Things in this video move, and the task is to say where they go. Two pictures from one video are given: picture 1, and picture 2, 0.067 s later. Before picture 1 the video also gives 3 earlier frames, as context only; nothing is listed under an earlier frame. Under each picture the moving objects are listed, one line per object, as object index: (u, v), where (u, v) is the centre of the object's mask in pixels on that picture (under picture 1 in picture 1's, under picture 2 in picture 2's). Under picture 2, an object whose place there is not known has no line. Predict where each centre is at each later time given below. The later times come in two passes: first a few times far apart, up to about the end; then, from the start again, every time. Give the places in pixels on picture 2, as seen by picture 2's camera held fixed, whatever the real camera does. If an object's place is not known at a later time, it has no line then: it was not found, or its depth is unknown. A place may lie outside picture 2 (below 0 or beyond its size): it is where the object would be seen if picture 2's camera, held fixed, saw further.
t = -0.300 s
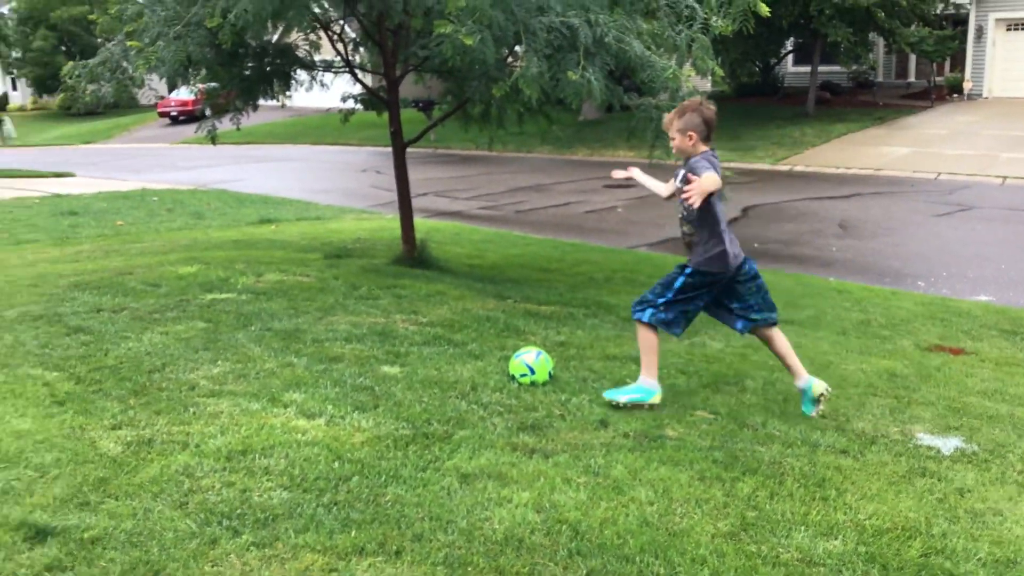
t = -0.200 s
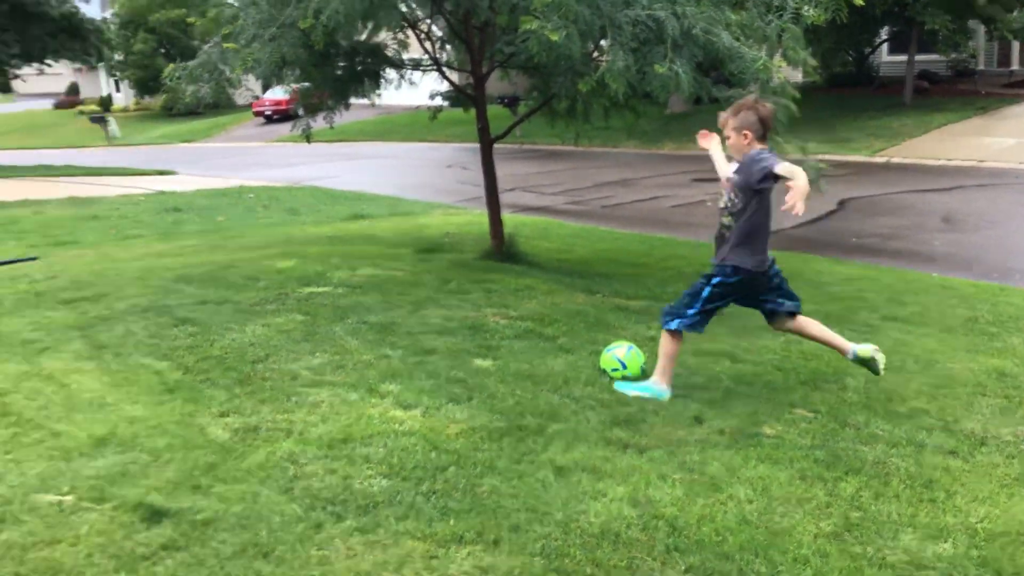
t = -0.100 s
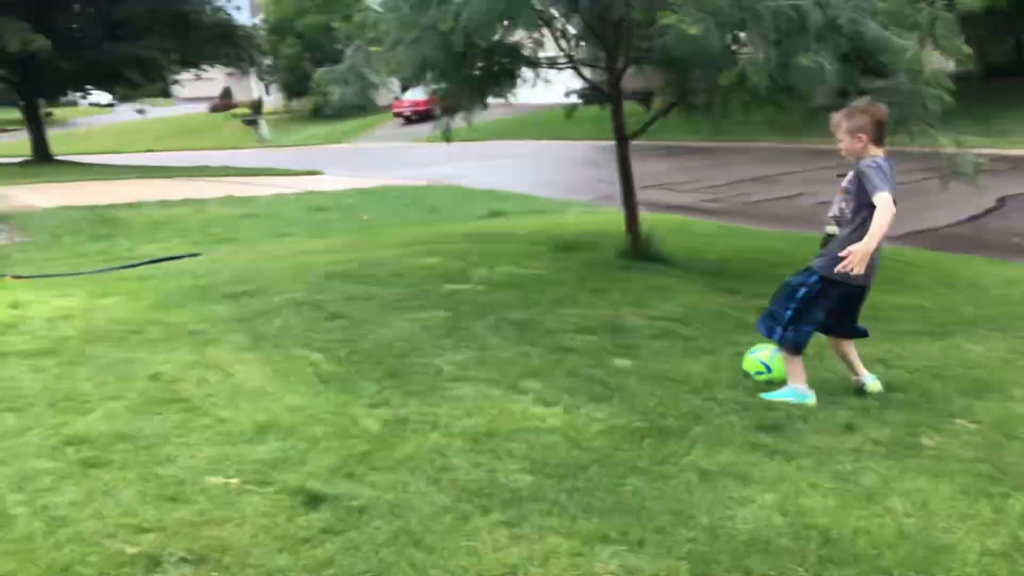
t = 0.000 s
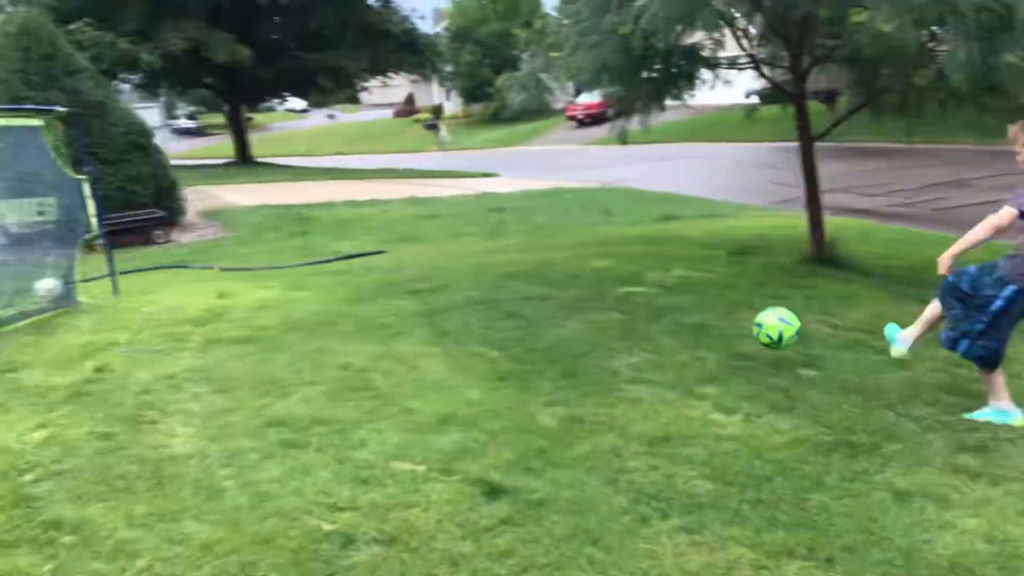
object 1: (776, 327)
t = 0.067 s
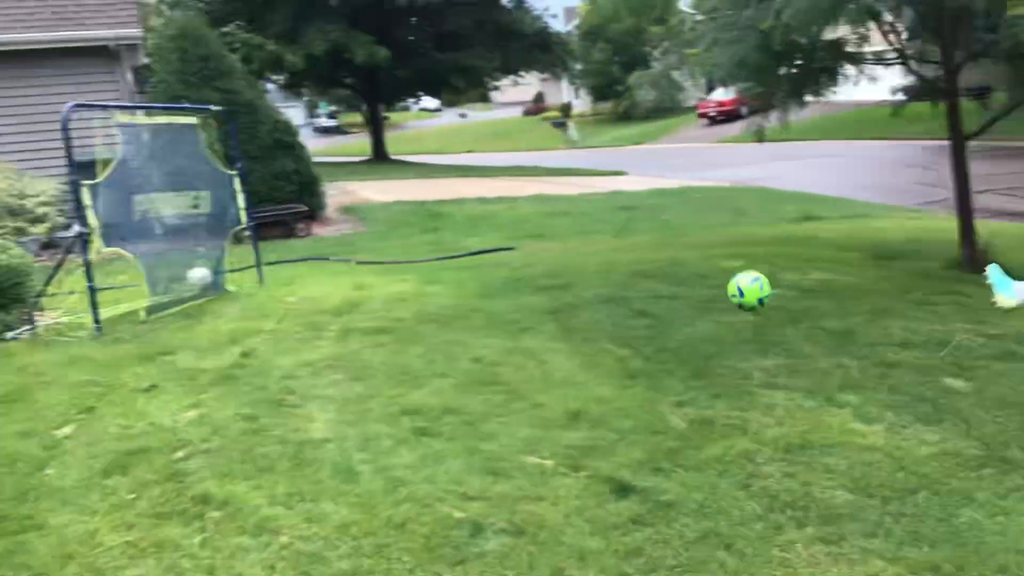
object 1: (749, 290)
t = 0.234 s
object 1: (448, 242)
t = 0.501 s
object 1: (175, 251)
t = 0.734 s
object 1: (281, 278)
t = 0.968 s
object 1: (326, 261)
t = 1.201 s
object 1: (373, 269)
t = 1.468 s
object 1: (419, 268)
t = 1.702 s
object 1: (447, 268)
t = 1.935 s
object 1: (469, 267)
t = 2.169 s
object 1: (487, 266)
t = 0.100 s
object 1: (676, 274)
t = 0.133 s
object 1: (610, 262)
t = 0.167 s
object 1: (552, 253)
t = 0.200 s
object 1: (497, 247)
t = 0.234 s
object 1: (448, 242)
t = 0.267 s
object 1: (404, 239)
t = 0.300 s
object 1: (361, 239)
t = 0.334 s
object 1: (320, 239)
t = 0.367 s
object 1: (284, 242)
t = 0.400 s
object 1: (247, 244)
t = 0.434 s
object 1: (215, 249)
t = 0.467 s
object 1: (189, 252)
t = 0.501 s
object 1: (175, 251)
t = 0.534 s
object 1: (176, 248)
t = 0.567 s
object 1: (188, 249)
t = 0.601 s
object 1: (206, 253)
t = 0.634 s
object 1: (226, 259)
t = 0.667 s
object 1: (245, 268)
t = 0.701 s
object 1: (266, 276)
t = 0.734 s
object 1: (281, 278)
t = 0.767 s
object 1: (288, 273)
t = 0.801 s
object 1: (293, 268)
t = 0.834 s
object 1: (300, 263)
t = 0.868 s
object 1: (307, 261)
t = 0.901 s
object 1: (313, 260)
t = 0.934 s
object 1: (319, 259)
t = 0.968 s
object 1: (326, 261)
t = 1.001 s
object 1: (333, 263)
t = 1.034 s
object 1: (339, 267)
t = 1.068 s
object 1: (347, 271)
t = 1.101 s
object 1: (354, 274)
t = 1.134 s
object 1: (360, 272)
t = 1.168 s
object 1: (366, 271)
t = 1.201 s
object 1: (373, 269)
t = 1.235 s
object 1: (379, 269)
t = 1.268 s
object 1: (385, 269)
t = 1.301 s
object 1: (391, 270)
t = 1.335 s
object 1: (398, 271)
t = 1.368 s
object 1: (405, 271)
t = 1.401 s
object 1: (410, 271)
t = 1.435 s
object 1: (415, 270)
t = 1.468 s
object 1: (419, 268)
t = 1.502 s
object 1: (424, 268)
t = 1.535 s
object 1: (428, 268)
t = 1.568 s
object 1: (432, 268)
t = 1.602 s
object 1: (436, 269)
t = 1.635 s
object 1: (441, 269)
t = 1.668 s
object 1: (444, 269)
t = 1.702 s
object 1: (447, 268)
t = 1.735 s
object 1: (451, 267)
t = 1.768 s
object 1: (453, 267)
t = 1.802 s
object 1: (457, 266)
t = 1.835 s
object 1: (460, 266)
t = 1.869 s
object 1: (464, 267)
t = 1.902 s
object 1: (466, 267)
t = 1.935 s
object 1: (469, 267)
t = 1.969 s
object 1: (472, 267)
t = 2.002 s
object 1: (475, 266)
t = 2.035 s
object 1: (478, 267)
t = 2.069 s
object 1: (480, 266)
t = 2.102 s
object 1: (482, 266)
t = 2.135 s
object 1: (485, 266)
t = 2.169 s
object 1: (487, 266)
